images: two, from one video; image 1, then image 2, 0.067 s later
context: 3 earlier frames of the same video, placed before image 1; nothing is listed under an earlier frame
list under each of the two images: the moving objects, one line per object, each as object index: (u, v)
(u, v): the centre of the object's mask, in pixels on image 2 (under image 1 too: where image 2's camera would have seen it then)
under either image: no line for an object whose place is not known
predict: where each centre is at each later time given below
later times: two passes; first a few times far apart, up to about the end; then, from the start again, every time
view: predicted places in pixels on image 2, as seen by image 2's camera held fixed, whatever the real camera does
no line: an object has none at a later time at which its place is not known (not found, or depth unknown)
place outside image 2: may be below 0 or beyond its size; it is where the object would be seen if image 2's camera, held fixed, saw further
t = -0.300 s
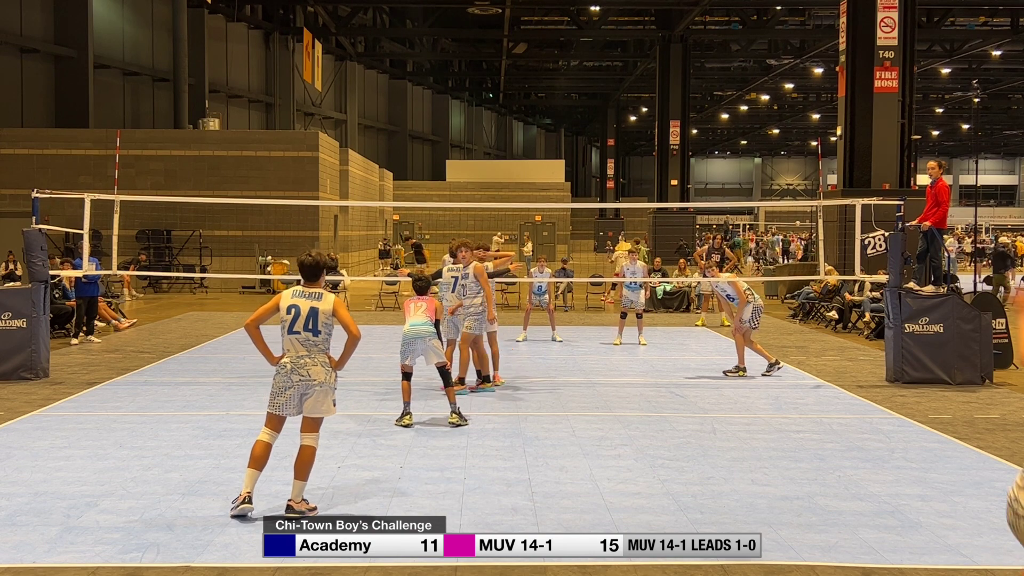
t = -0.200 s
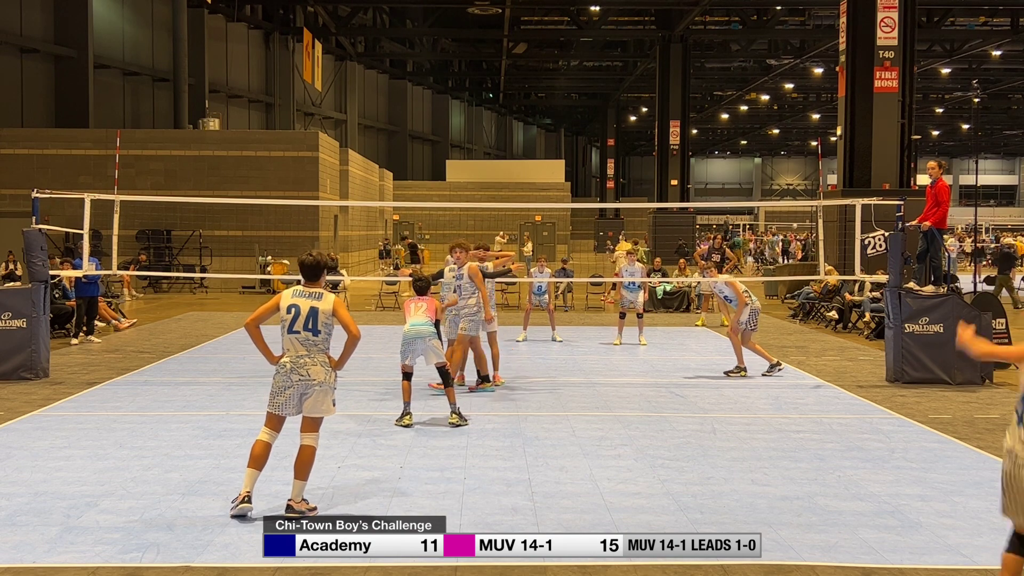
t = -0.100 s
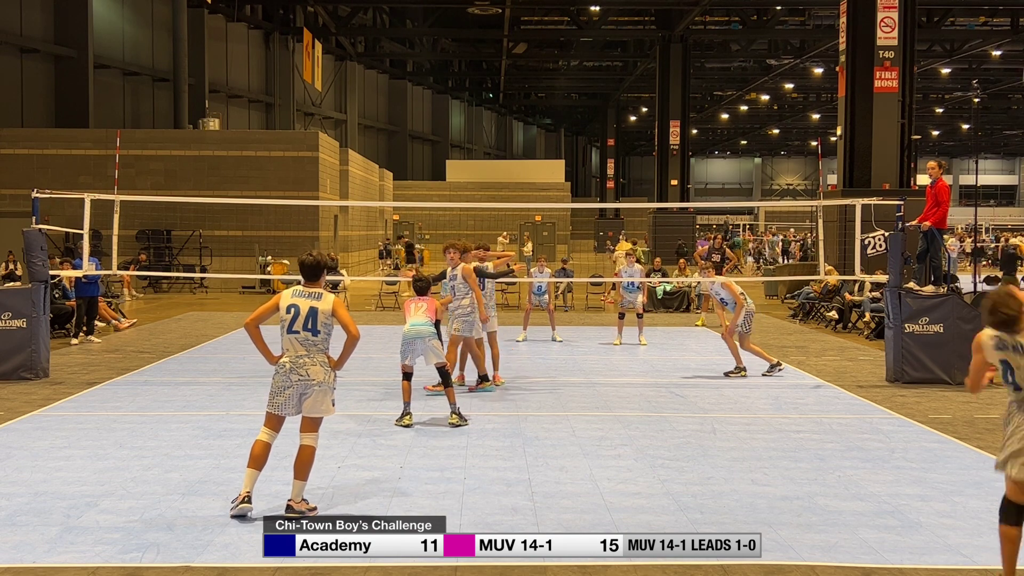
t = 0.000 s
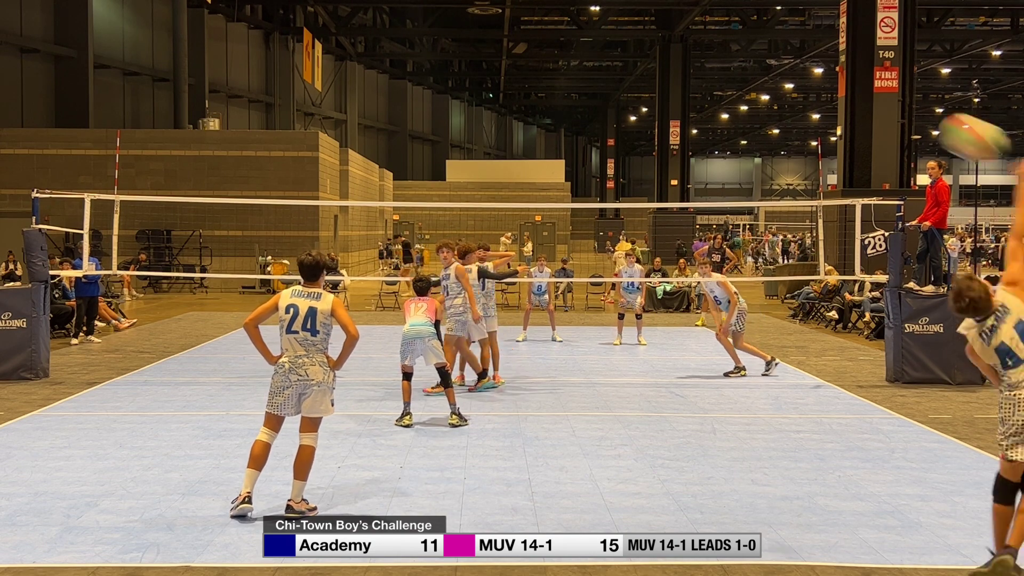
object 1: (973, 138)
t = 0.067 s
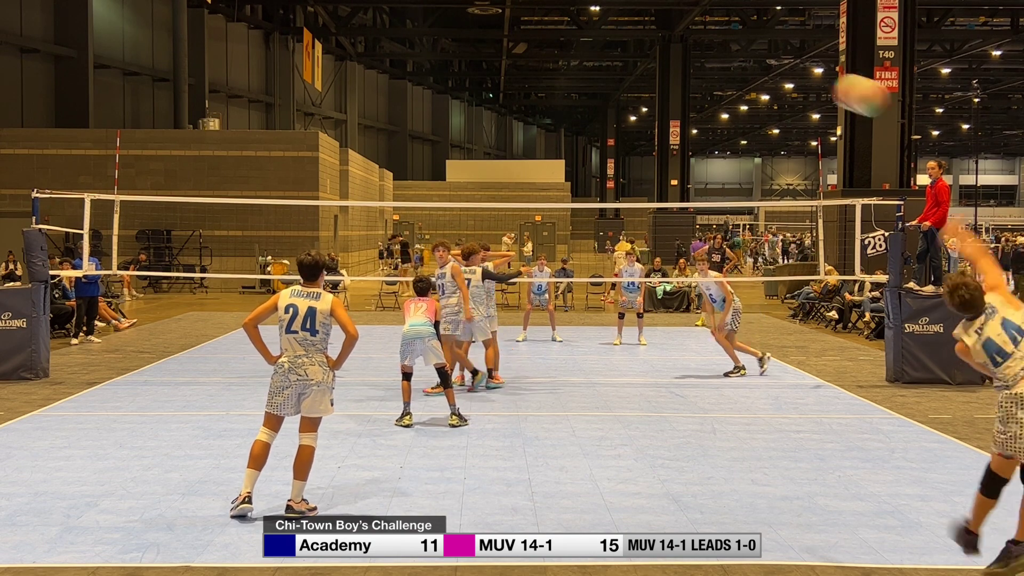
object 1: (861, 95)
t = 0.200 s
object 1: (704, 62)
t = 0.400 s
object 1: (561, 78)
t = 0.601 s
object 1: (470, 131)
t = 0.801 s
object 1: (407, 202)
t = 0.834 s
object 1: (398, 216)
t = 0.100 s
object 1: (815, 81)
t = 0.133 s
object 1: (773, 71)
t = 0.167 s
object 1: (737, 65)
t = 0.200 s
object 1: (704, 62)
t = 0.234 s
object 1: (675, 60)
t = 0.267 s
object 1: (648, 61)
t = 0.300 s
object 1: (624, 64)
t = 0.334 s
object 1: (602, 67)
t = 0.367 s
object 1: (581, 72)
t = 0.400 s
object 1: (561, 78)
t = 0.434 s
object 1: (544, 85)
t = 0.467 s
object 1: (527, 93)
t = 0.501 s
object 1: (511, 102)
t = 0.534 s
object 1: (497, 111)
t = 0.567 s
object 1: (483, 121)
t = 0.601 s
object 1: (470, 131)
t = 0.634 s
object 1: (458, 142)
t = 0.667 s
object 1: (447, 153)
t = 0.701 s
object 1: (436, 165)
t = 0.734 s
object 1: (426, 177)
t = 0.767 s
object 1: (416, 190)
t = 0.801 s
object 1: (407, 202)
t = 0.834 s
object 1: (398, 216)
